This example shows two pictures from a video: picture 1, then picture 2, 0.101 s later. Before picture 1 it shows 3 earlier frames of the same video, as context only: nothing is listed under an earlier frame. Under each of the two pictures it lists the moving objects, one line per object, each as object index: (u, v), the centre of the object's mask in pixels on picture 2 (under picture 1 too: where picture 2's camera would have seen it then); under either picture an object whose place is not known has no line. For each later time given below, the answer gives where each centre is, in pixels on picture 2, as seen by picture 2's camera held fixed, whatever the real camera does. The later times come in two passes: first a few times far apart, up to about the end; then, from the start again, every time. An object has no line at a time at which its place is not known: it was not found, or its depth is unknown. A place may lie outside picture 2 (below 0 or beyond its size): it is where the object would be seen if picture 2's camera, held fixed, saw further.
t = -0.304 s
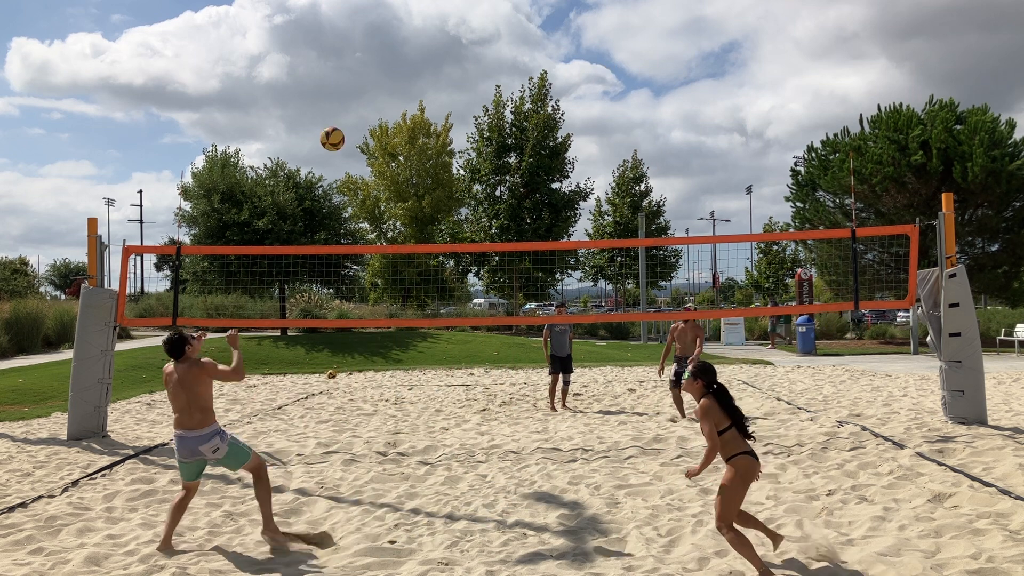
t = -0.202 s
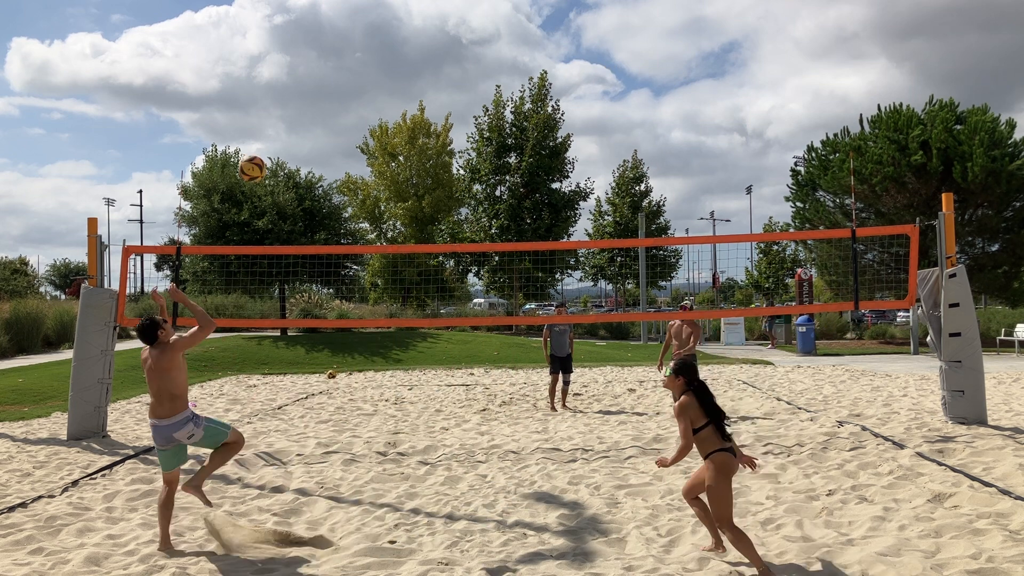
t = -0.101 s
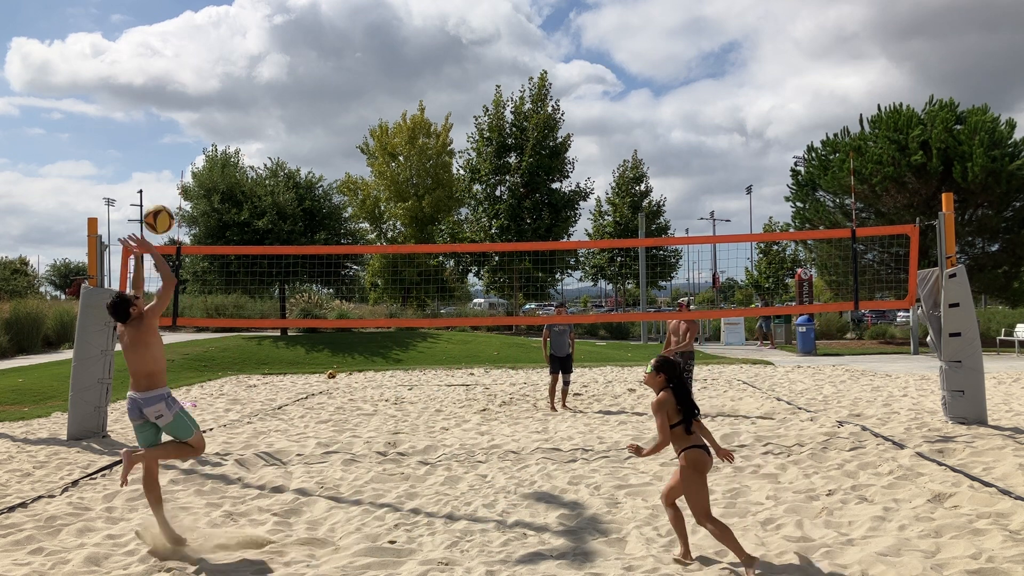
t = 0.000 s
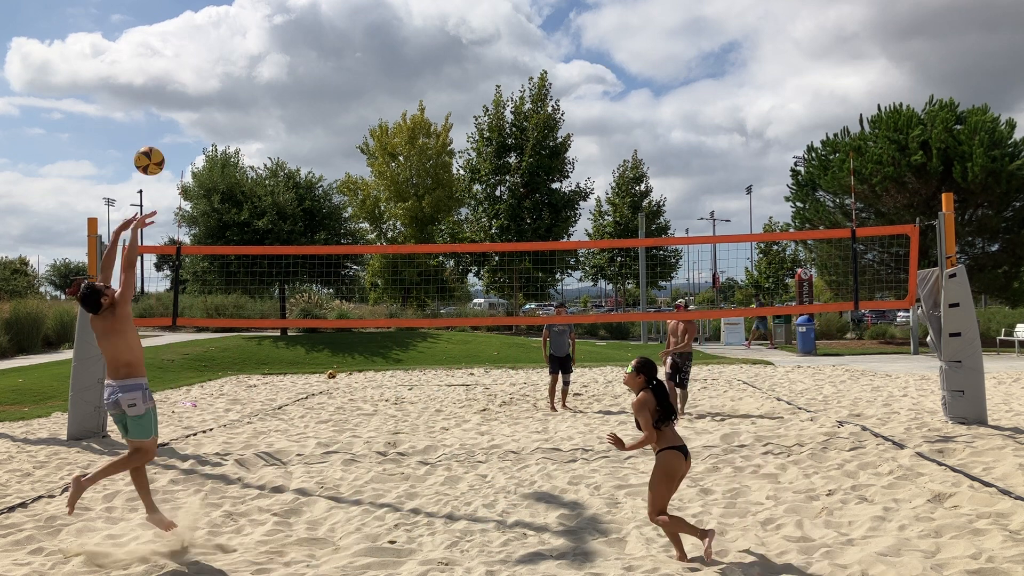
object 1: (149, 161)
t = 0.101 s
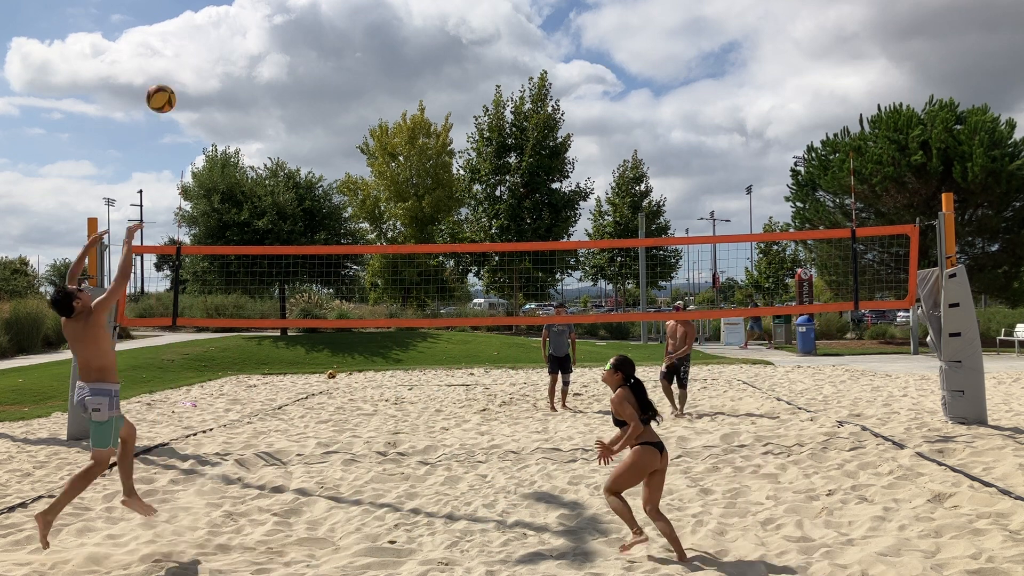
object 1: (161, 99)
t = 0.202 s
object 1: (172, 51)
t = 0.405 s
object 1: (193, 5)
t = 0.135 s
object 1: (164, 81)
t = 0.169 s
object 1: (168, 65)
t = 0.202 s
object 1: (172, 51)
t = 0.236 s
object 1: (175, 38)
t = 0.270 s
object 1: (179, 27)
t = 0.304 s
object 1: (182, 17)
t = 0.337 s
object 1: (185, 10)
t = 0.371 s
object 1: (189, 7)
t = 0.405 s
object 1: (193, 5)
